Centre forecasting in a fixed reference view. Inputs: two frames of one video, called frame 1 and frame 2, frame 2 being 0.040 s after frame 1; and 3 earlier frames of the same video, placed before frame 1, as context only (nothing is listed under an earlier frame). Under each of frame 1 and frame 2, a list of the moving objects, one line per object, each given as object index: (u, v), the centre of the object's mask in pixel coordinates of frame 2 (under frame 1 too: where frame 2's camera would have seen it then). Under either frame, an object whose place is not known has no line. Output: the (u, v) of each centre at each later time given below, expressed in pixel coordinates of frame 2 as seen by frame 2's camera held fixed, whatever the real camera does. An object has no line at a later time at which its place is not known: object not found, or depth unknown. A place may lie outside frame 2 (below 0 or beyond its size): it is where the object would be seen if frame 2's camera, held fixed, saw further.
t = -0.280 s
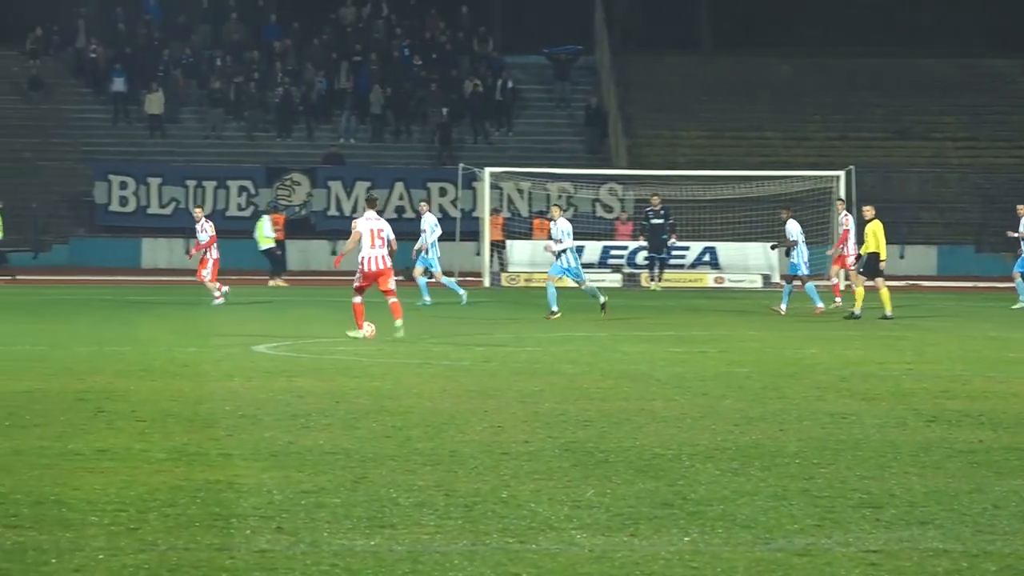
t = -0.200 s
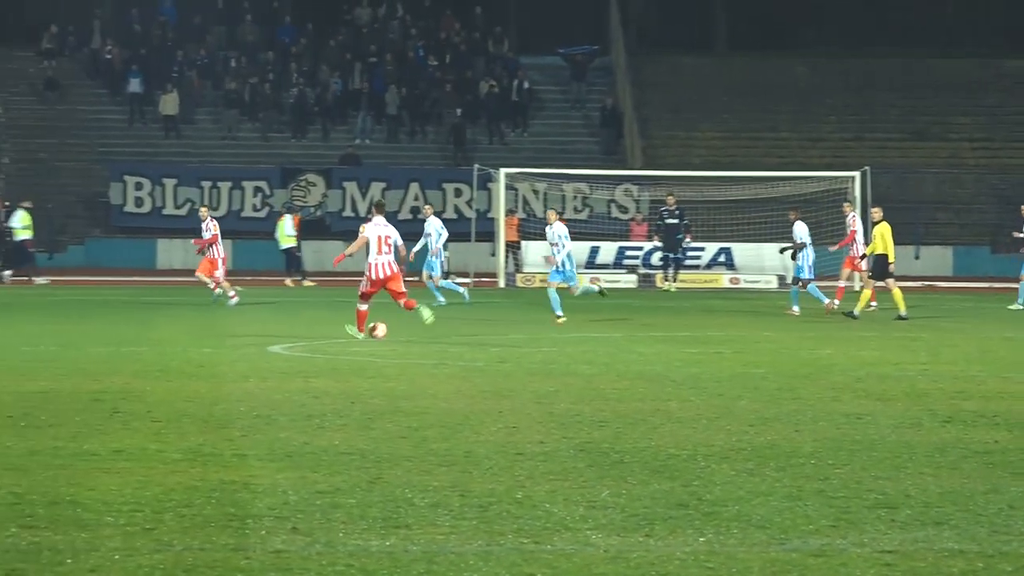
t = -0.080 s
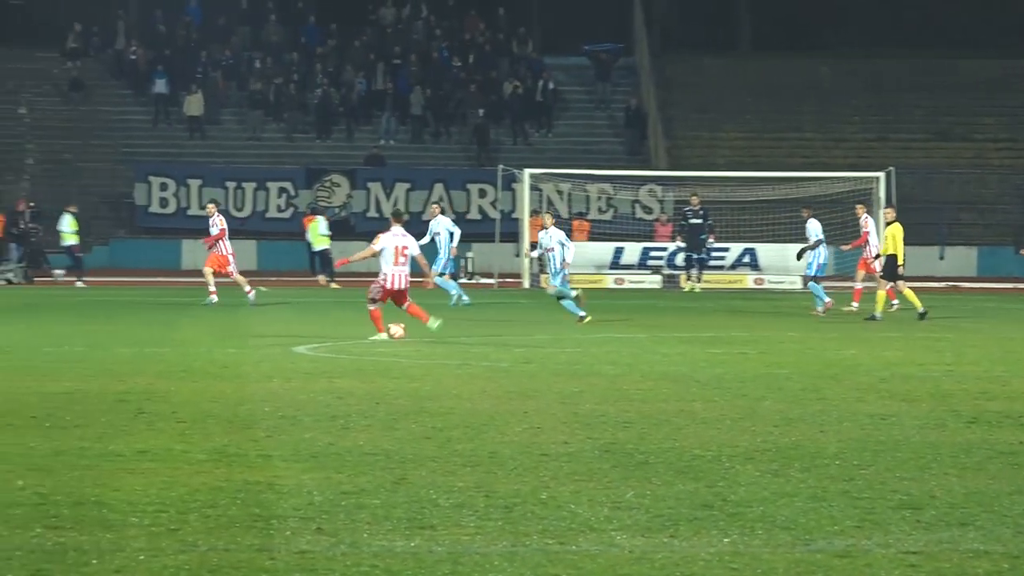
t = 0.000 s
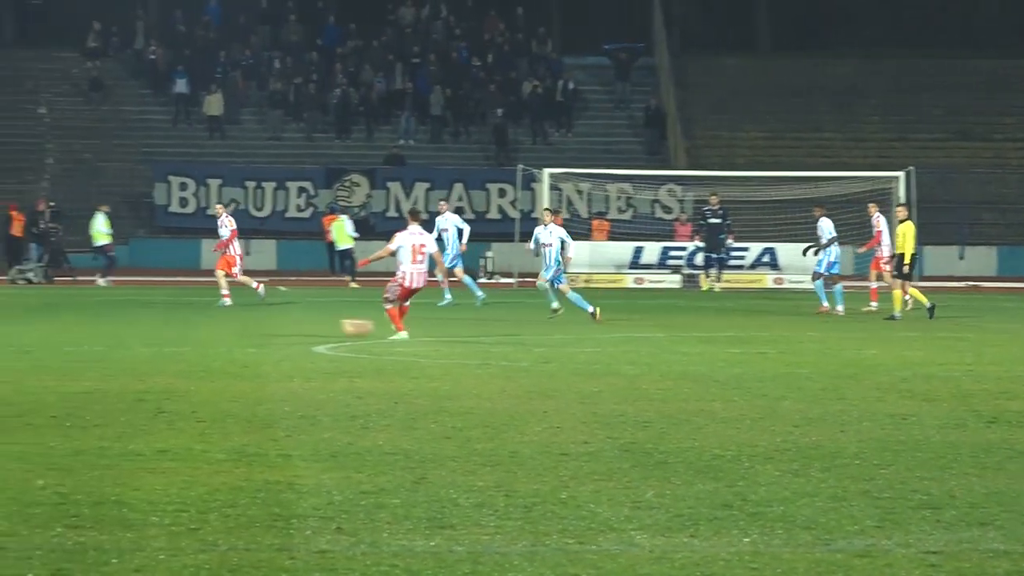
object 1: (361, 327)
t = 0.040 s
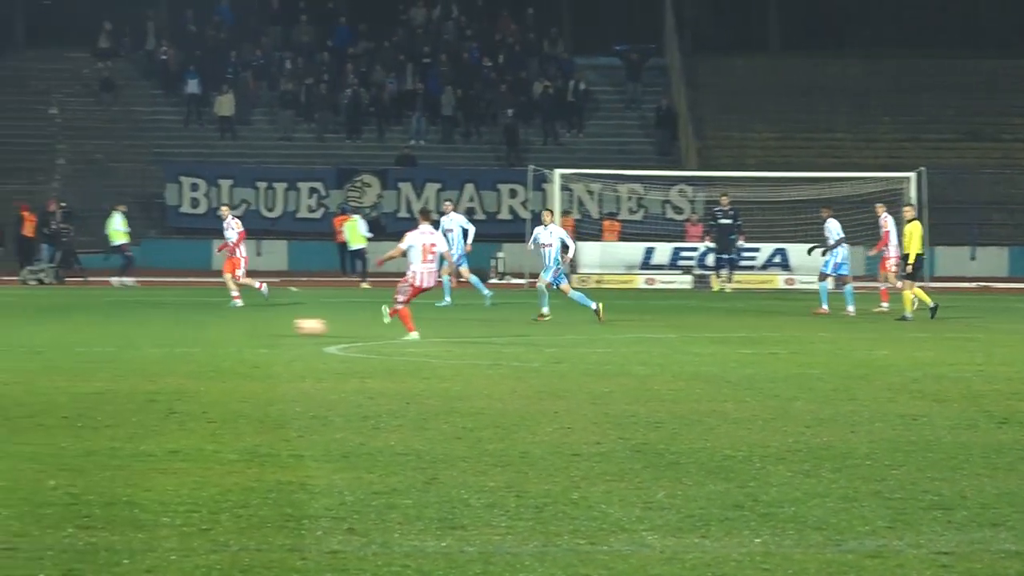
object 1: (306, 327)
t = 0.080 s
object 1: (251, 326)
